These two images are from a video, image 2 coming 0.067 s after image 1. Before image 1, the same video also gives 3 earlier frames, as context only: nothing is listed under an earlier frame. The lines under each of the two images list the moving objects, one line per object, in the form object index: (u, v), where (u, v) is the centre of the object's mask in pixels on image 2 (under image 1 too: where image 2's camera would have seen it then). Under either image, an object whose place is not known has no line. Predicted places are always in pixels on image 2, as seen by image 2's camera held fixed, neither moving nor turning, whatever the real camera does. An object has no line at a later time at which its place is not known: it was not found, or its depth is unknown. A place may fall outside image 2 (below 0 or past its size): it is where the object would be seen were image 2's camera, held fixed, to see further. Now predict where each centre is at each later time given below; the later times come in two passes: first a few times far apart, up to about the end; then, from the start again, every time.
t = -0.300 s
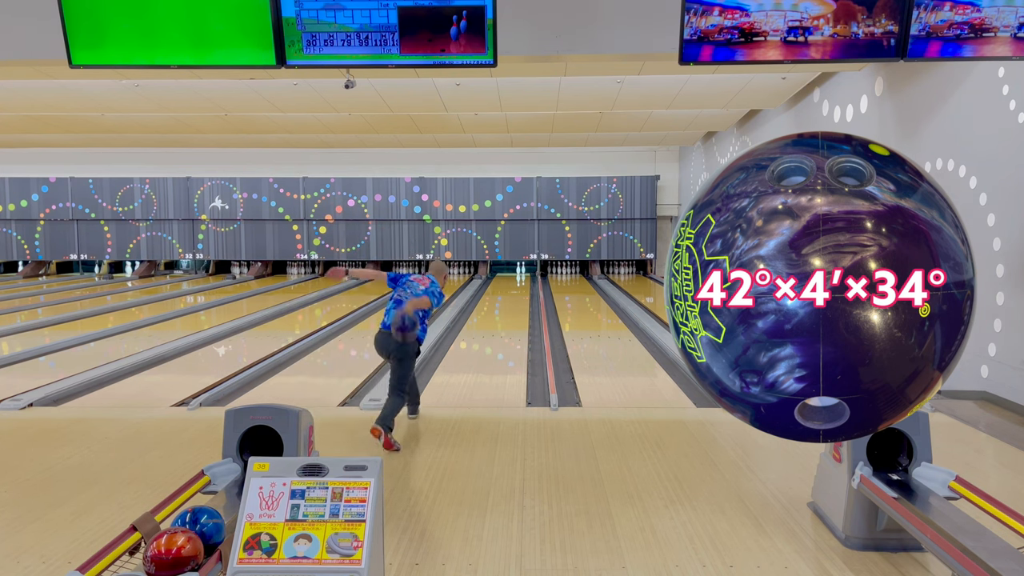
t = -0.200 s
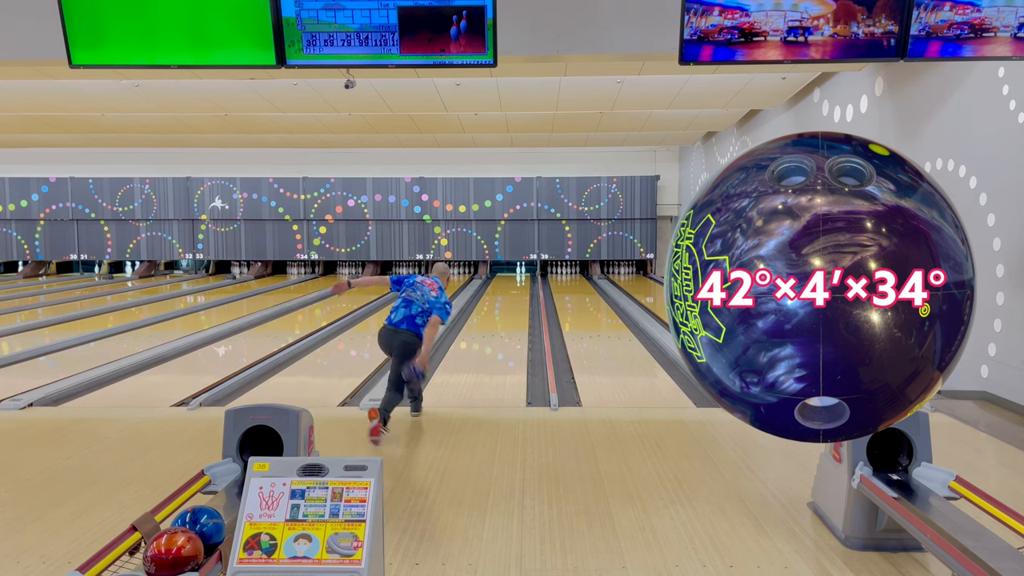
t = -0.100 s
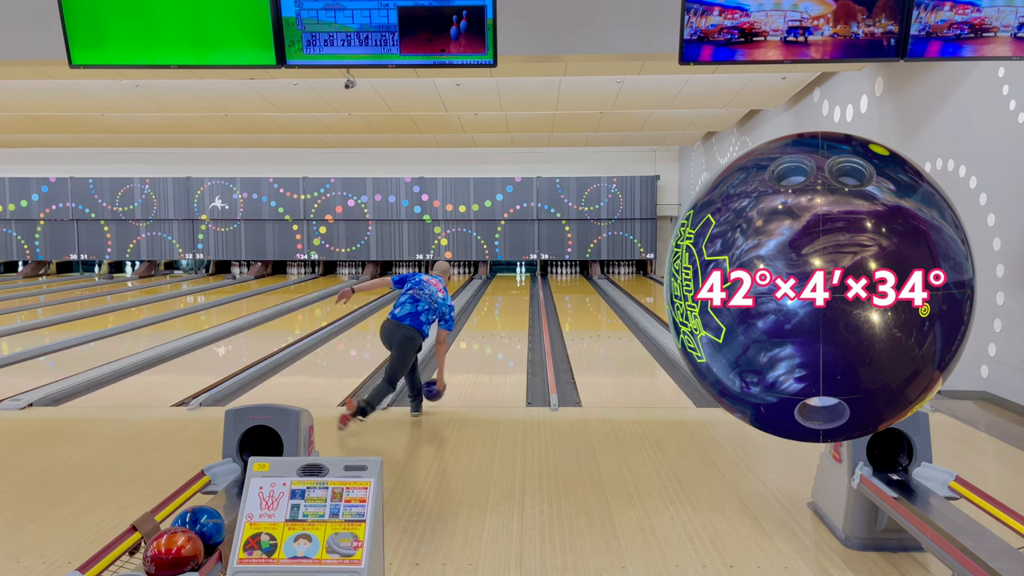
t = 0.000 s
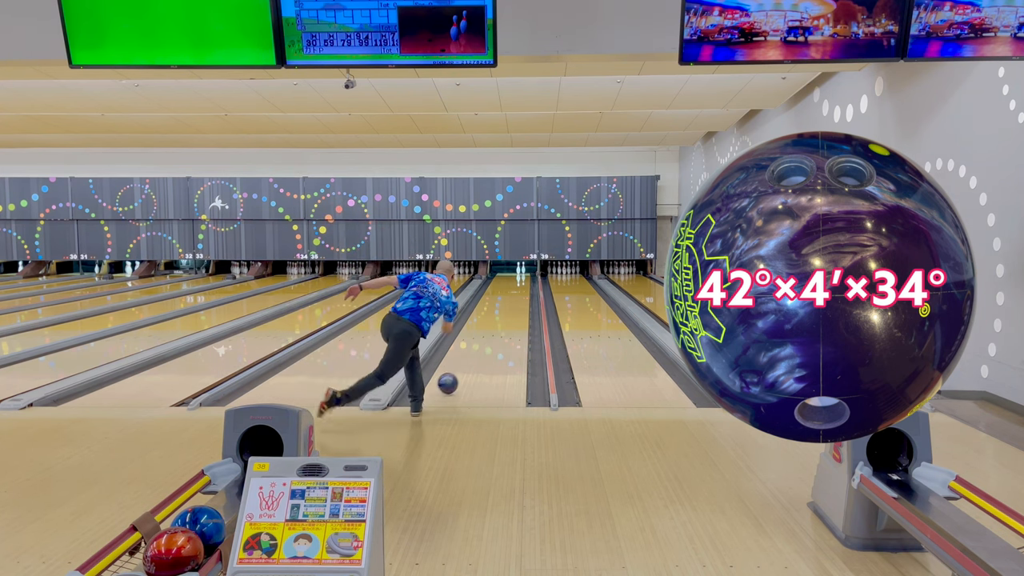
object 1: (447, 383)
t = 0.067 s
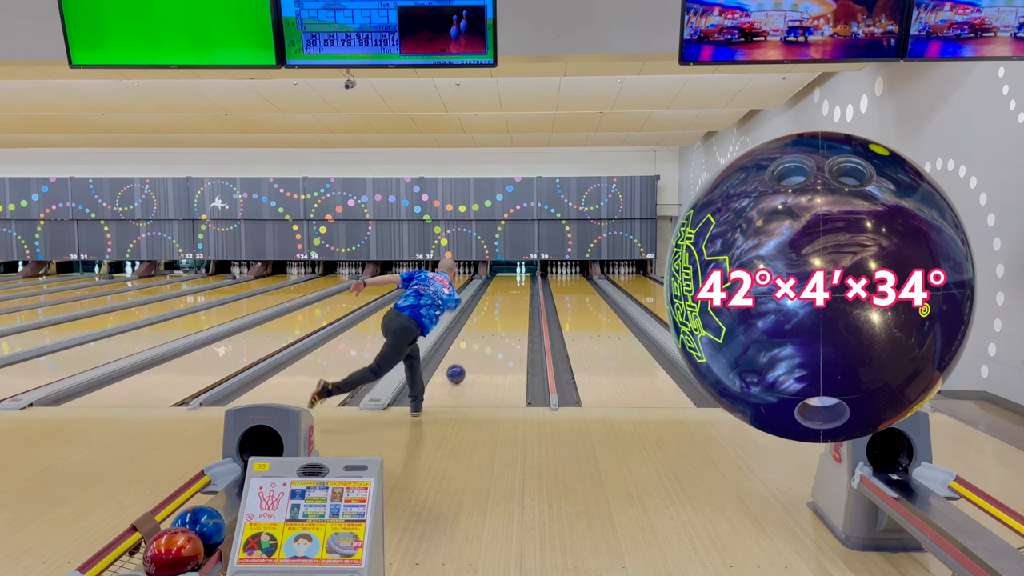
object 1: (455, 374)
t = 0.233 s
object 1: (472, 354)
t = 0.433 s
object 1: (486, 335)
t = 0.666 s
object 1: (499, 320)
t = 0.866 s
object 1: (507, 309)
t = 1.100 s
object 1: (514, 299)
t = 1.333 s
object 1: (519, 291)
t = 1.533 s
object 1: (522, 286)
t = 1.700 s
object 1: (524, 282)
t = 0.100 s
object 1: (459, 369)
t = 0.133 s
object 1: (463, 365)
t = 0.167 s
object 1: (466, 361)
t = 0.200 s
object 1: (469, 357)
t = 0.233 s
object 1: (472, 354)
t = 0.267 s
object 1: (475, 350)
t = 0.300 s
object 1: (477, 347)
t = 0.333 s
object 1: (480, 343)
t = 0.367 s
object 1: (482, 341)
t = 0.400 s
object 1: (484, 338)
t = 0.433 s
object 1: (486, 335)
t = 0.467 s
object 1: (488, 333)
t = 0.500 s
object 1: (490, 330)
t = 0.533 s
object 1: (492, 328)
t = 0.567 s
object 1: (494, 326)
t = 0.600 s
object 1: (496, 324)
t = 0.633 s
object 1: (497, 321)
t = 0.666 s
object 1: (499, 320)
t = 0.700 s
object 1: (500, 317)
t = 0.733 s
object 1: (502, 316)
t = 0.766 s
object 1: (503, 314)
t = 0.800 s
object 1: (504, 312)
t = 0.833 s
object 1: (506, 311)
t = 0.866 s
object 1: (507, 309)
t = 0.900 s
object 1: (508, 307)
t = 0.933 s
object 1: (509, 306)
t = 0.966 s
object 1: (510, 304)
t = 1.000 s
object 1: (511, 303)
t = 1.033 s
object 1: (512, 302)
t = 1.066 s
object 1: (513, 301)
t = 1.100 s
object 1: (514, 299)
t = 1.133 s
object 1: (515, 298)
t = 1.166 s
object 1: (515, 296)
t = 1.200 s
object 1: (516, 295)
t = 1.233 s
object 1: (517, 294)
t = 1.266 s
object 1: (518, 293)
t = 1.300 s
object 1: (518, 292)
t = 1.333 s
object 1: (519, 291)
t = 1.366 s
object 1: (520, 290)
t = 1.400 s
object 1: (520, 290)
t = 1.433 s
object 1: (521, 288)
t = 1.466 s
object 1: (521, 287)
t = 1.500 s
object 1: (522, 287)
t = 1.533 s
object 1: (522, 286)
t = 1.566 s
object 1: (523, 285)
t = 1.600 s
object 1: (523, 284)
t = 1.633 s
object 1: (523, 284)
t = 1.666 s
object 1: (523, 283)
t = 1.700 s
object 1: (524, 282)
